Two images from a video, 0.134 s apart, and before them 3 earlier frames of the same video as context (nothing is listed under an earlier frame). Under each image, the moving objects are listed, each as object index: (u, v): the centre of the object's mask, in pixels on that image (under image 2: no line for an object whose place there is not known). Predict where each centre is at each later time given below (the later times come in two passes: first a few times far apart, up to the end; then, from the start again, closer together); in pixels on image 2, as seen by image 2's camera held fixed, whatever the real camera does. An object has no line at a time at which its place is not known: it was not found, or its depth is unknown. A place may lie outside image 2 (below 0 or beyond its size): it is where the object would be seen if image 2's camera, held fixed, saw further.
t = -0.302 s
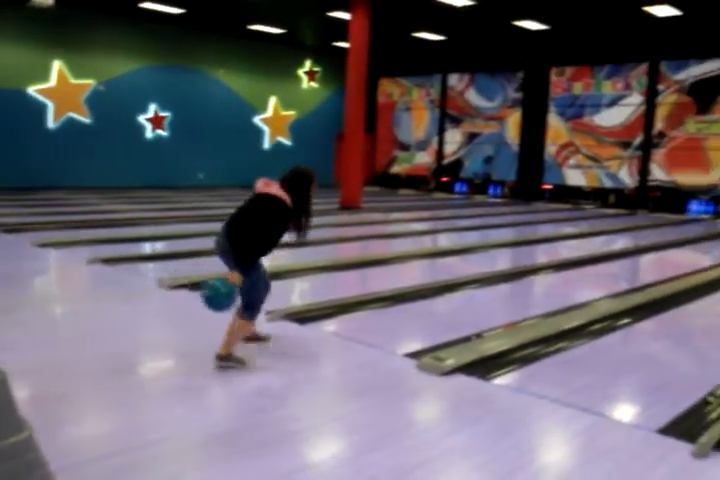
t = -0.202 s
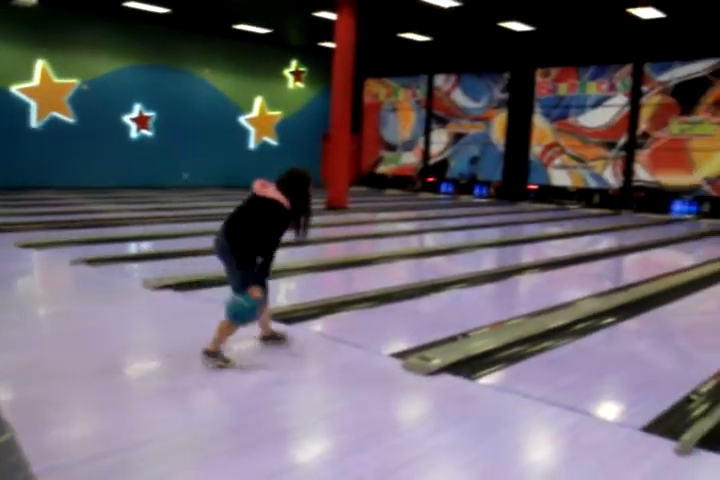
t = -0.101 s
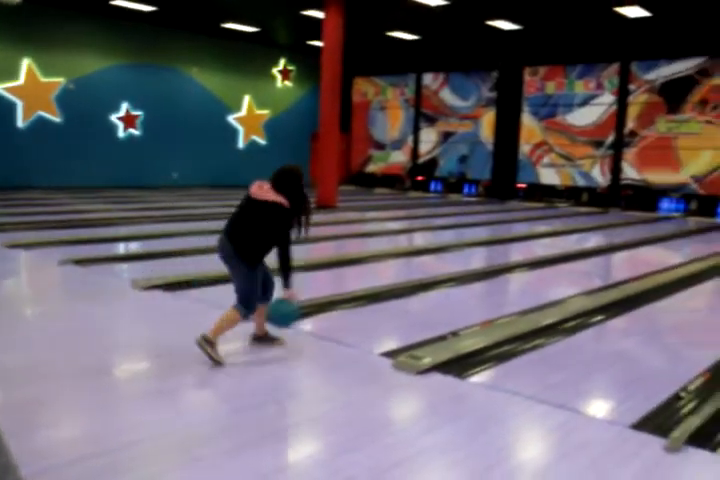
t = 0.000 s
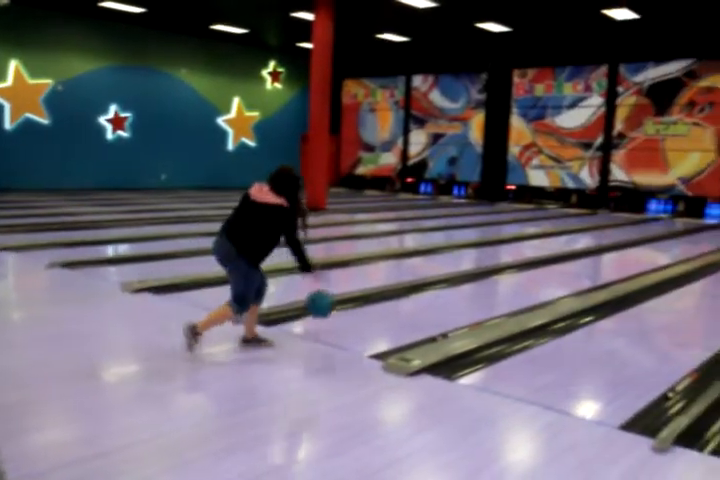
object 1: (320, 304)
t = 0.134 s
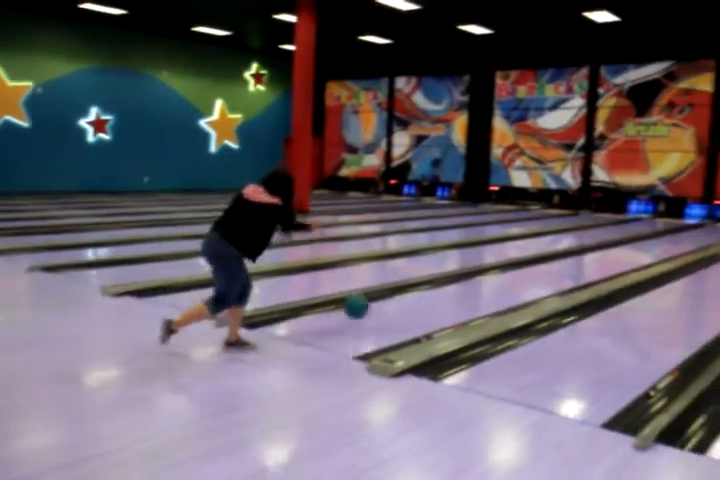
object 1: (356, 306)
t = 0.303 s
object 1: (408, 297)
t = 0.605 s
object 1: (477, 282)
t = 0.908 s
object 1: (528, 267)
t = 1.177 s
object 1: (561, 258)
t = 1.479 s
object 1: (590, 250)
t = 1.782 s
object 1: (612, 243)
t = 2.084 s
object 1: (632, 239)
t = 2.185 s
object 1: (633, 238)
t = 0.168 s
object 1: (367, 309)
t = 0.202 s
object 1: (378, 311)
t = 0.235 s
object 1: (389, 304)
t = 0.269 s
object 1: (399, 300)
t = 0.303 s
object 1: (408, 297)
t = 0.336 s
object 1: (417, 295)
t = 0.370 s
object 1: (426, 296)
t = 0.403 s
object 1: (434, 296)
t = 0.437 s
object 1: (442, 291)
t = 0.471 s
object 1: (450, 289)
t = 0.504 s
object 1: (456, 287)
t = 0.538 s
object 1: (464, 286)
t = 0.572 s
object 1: (471, 284)
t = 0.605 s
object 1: (477, 282)
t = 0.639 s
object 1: (484, 281)
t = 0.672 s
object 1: (491, 280)
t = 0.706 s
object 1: (497, 276)
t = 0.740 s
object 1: (502, 274)
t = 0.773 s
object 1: (508, 273)
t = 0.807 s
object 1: (513, 271)
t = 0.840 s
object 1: (518, 270)
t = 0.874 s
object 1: (524, 269)
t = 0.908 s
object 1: (528, 267)
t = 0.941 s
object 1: (533, 267)
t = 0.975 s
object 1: (537, 265)
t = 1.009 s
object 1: (542, 263)
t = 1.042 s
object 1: (547, 262)
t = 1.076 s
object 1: (550, 261)
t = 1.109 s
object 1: (554, 260)
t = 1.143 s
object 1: (558, 259)
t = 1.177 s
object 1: (561, 258)
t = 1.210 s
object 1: (565, 257)
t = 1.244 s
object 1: (569, 256)
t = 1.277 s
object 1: (572, 255)
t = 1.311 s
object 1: (577, 254)
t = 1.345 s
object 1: (580, 253)
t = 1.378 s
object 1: (582, 252)
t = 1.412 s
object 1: (585, 251)
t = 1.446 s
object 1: (587, 251)
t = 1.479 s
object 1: (590, 250)
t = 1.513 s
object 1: (593, 249)
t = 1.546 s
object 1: (597, 247)
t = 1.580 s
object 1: (598, 248)
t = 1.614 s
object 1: (598, 248)
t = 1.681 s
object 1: (605, 246)
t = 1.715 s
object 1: (607, 244)
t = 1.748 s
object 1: (609, 243)
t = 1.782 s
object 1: (612, 243)
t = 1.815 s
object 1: (614, 242)
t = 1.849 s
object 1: (615, 241)
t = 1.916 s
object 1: (620, 241)
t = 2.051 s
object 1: (631, 239)
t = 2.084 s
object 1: (632, 239)
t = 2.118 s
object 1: (632, 239)
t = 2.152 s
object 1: (631, 239)
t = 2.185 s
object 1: (633, 238)
